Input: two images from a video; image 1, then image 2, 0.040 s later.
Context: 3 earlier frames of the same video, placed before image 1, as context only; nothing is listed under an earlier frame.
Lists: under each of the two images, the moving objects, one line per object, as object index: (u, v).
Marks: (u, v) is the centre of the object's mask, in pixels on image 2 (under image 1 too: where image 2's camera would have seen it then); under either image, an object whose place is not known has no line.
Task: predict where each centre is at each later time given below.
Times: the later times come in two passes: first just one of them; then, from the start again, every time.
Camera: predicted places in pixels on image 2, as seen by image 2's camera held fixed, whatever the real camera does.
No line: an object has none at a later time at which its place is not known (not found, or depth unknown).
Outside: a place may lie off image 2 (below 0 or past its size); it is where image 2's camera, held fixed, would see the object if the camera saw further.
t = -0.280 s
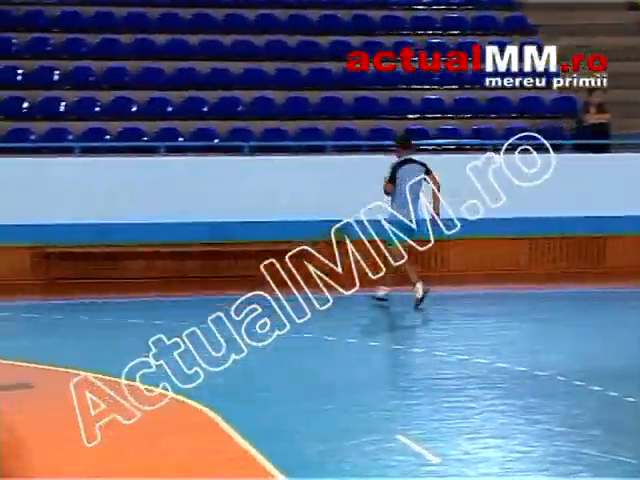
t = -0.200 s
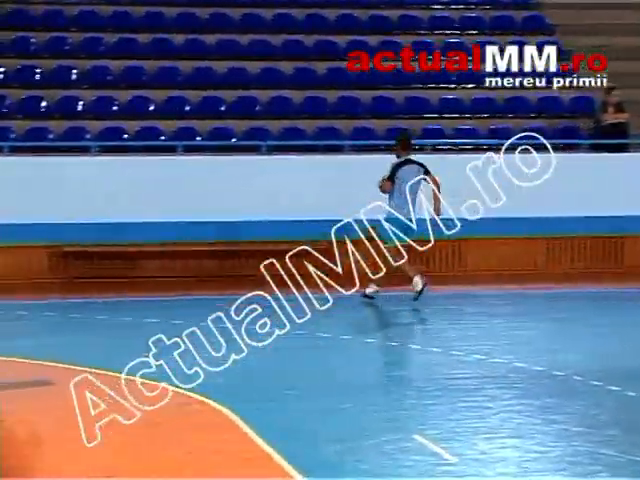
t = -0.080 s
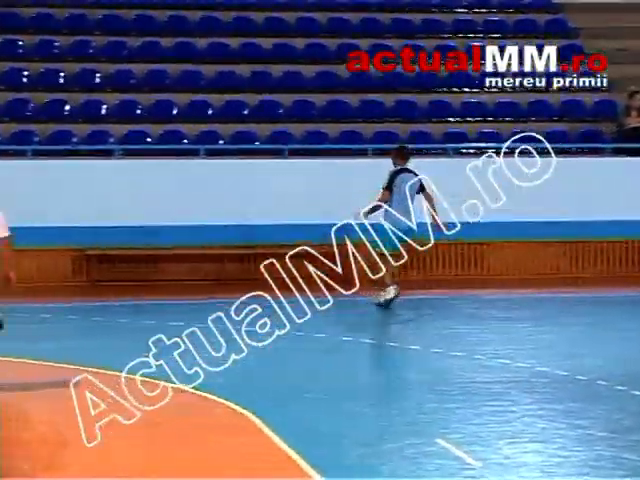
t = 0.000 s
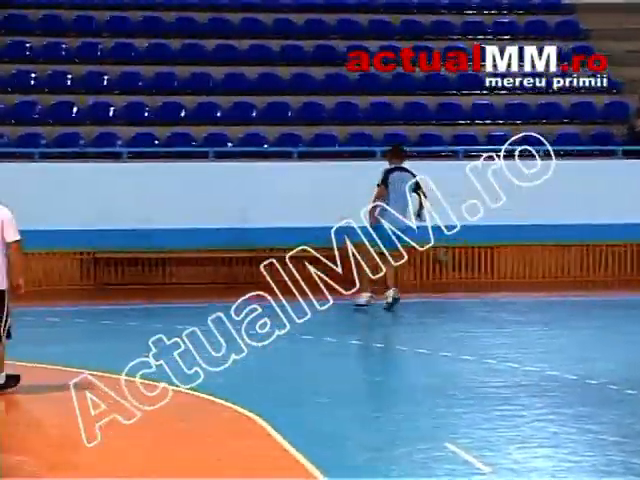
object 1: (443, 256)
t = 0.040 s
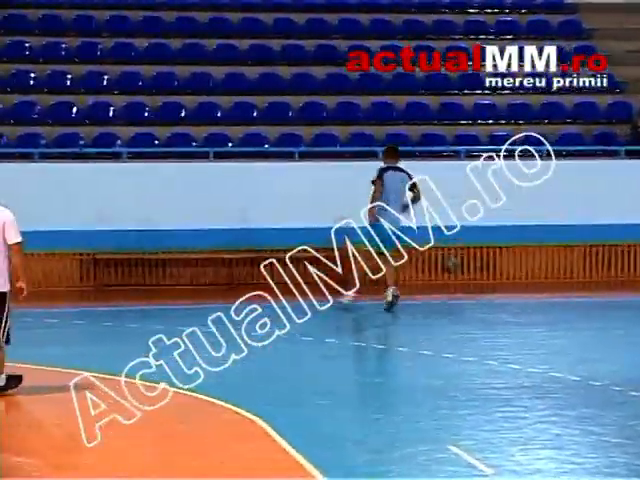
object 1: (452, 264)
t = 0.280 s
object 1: (474, 263)
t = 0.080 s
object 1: (462, 274)
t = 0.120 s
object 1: (467, 284)
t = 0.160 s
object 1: (469, 277)
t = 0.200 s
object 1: (471, 272)
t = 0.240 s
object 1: (473, 266)
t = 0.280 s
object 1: (474, 263)
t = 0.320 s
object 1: (475, 262)
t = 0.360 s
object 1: (477, 261)
